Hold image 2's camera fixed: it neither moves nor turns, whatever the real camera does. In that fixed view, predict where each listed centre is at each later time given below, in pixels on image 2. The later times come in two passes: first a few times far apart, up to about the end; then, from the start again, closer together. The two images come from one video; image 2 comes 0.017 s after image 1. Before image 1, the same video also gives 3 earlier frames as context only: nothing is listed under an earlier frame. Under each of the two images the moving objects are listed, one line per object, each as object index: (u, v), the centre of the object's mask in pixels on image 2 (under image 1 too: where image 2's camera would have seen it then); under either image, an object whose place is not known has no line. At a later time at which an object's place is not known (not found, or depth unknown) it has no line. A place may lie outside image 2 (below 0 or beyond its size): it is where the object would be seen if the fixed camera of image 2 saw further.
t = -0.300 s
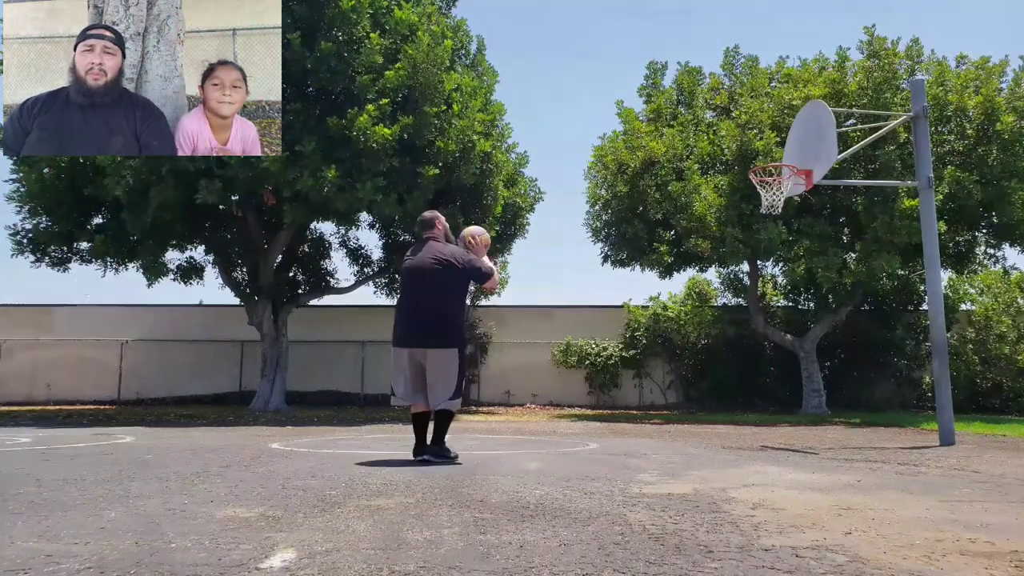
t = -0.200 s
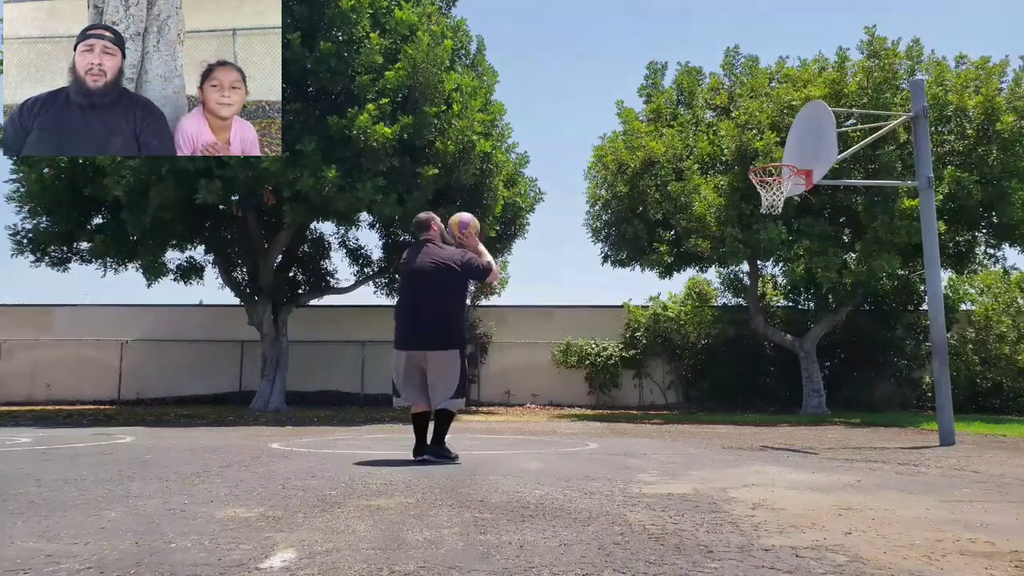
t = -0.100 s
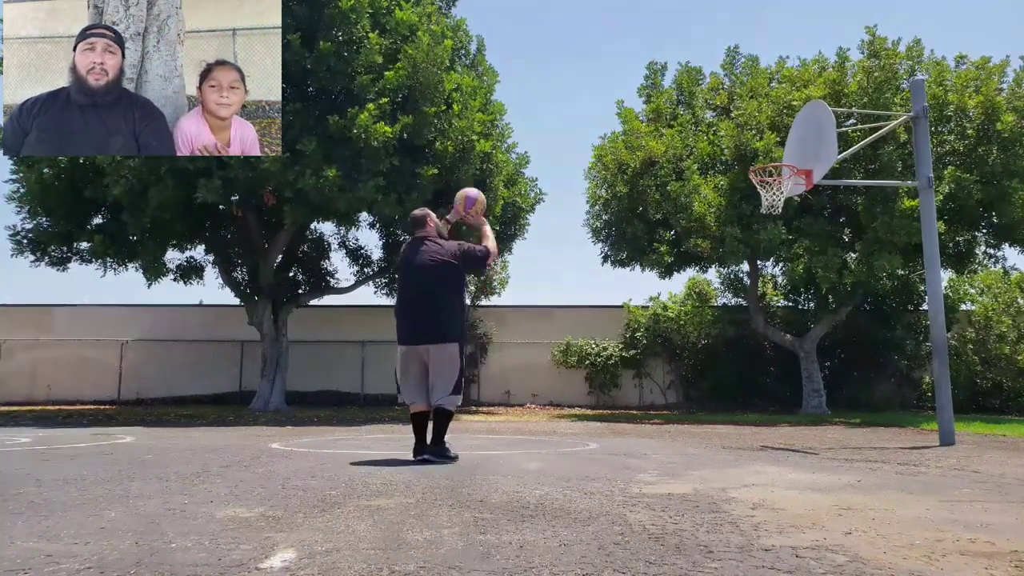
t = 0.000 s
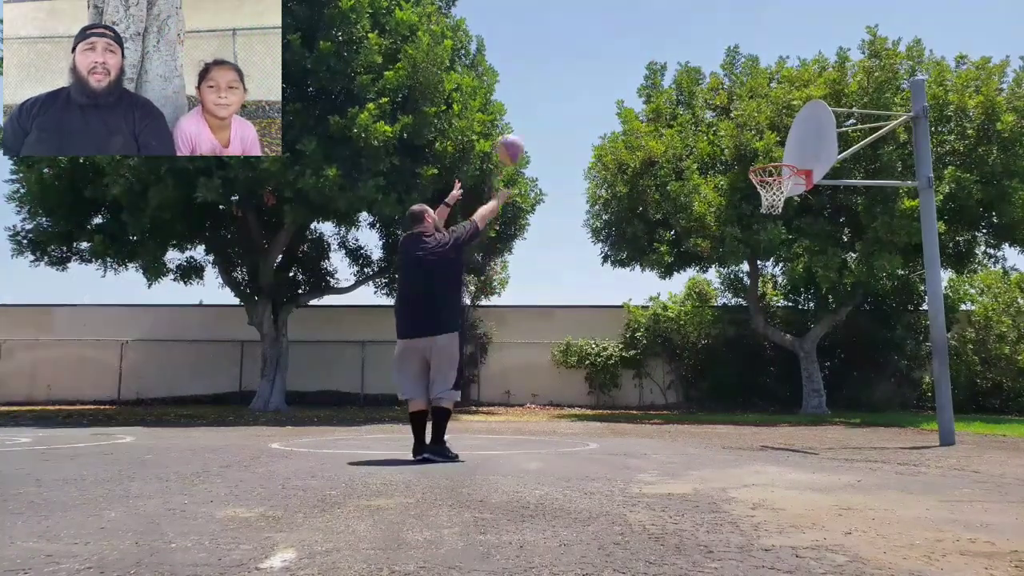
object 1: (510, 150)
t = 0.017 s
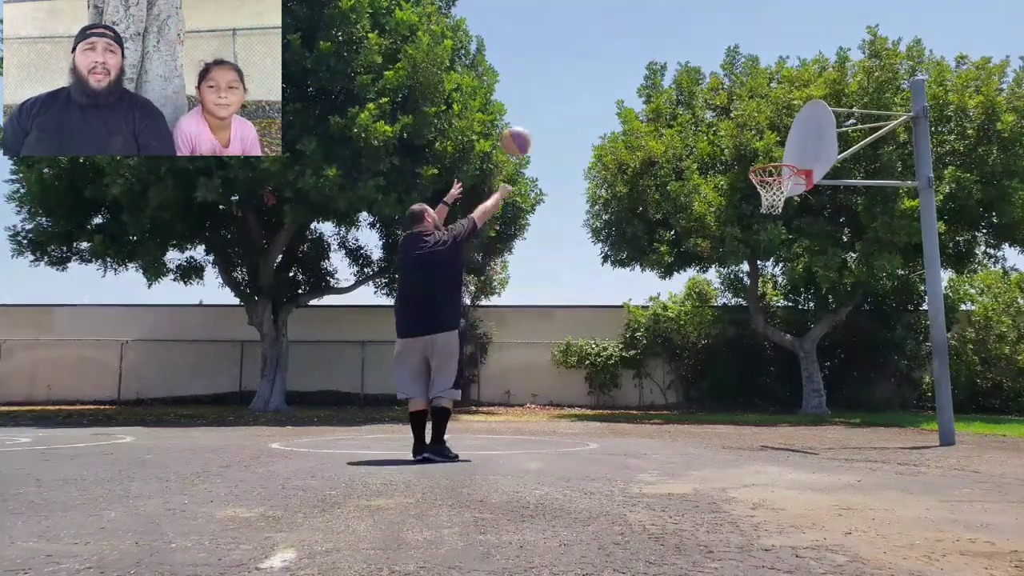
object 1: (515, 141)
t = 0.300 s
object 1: (622, 65)
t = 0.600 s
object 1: (713, 83)
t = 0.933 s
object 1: (787, 154)
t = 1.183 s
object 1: (757, 133)
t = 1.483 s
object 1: (721, 176)
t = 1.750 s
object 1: (689, 278)
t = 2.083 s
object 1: (667, 391)
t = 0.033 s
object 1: (523, 134)
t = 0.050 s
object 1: (529, 126)
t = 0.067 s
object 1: (536, 119)
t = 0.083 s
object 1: (543, 113)
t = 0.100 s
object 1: (549, 107)
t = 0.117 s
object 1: (556, 101)
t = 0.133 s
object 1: (563, 96)
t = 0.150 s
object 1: (569, 91)
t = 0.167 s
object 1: (575, 87)
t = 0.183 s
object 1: (581, 83)
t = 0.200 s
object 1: (587, 80)
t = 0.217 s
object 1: (593, 76)
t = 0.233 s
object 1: (599, 73)
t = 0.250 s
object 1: (605, 71)
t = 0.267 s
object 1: (610, 68)
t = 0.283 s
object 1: (616, 67)
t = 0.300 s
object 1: (622, 65)
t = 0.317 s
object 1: (628, 63)
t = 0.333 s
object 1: (633, 62)
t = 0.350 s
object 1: (639, 62)
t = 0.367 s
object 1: (644, 62)
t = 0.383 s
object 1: (650, 62)
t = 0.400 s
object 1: (654, 61)
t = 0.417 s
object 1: (659, 62)
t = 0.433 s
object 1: (664, 63)
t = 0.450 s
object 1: (669, 64)
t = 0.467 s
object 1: (675, 65)
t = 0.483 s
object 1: (679, 66)
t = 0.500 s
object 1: (684, 67)
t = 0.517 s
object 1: (689, 70)
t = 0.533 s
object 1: (695, 71)
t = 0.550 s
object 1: (699, 74)
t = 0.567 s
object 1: (704, 77)
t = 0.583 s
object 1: (708, 80)
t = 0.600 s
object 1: (713, 83)
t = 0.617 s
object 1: (717, 87)
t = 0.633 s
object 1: (723, 90)
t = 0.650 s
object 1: (725, 94)
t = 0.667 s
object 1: (731, 97)
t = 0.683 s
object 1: (736, 102)
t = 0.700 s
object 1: (739, 107)
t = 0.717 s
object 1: (742, 111)
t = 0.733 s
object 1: (747, 118)
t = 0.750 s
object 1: (752, 122)
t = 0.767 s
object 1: (756, 128)
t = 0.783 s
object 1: (760, 133)
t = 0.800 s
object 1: (764, 139)
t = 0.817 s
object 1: (768, 144)
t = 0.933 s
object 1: (787, 154)
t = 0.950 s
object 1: (788, 151)
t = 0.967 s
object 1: (787, 148)
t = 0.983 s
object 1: (784, 146)
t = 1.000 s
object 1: (781, 143)
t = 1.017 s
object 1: (779, 141)
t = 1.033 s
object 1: (776, 140)
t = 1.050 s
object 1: (775, 137)
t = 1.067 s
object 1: (773, 137)
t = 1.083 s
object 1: (772, 136)
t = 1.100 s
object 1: (768, 134)
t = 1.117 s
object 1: (766, 133)
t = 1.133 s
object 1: (764, 132)
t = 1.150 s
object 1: (761, 132)
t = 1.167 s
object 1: (758, 133)
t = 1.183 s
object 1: (757, 133)
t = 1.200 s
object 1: (755, 133)
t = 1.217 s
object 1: (752, 134)
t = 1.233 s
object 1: (751, 135)
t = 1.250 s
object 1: (749, 136)
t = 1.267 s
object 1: (747, 138)
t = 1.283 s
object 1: (745, 140)
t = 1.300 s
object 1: (743, 141)
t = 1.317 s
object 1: (739, 143)
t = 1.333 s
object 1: (738, 146)
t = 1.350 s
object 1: (736, 148)
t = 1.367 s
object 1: (734, 150)
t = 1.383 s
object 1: (732, 154)
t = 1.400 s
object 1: (730, 158)
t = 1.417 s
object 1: (728, 161)
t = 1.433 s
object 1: (726, 165)
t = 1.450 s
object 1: (724, 168)
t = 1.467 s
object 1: (722, 172)
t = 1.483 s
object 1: (721, 176)
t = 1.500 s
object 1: (719, 181)
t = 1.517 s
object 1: (717, 186)
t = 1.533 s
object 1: (715, 192)
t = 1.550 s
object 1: (713, 197)
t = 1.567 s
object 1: (711, 201)
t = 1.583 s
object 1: (710, 208)
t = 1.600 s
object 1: (707, 215)
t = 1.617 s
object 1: (705, 221)
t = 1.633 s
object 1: (702, 227)
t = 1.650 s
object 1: (700, 234)
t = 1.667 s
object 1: (698, 240)
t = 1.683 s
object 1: (698, 248)
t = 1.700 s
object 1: (694, 255)
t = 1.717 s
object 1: (693, 263)
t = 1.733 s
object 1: (691, 271)
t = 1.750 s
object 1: (689, 278)
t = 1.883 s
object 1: (675, 353)
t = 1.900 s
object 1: (673, 363)
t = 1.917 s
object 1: (672, 373)
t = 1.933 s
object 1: (670, 384)
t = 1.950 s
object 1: (669, 395)
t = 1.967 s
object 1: (667, 406)
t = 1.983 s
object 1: (665, 417)
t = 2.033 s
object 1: (664, 417)
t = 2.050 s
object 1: (665, 409)
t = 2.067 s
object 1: (666, 400)
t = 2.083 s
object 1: (667, 391)
